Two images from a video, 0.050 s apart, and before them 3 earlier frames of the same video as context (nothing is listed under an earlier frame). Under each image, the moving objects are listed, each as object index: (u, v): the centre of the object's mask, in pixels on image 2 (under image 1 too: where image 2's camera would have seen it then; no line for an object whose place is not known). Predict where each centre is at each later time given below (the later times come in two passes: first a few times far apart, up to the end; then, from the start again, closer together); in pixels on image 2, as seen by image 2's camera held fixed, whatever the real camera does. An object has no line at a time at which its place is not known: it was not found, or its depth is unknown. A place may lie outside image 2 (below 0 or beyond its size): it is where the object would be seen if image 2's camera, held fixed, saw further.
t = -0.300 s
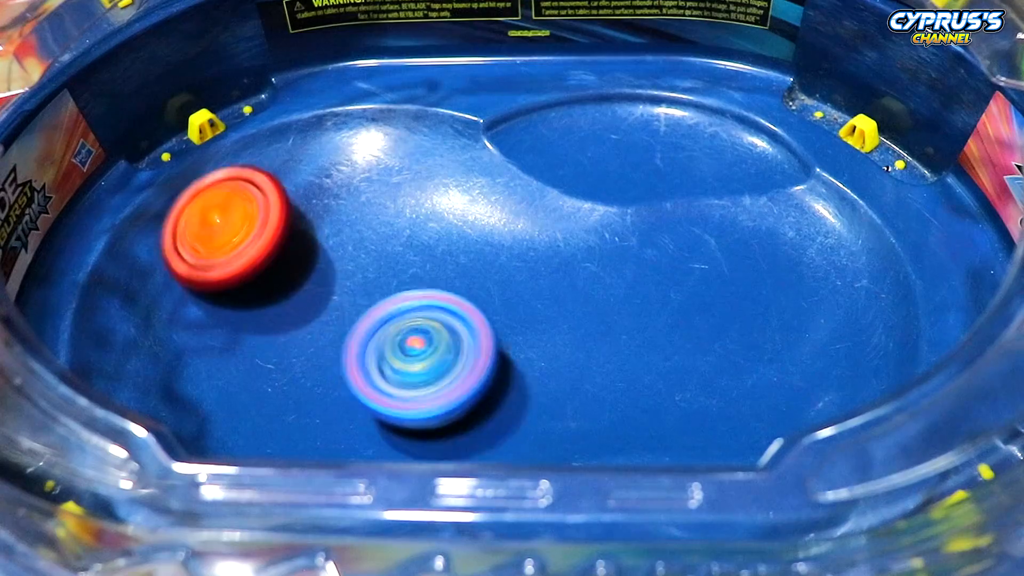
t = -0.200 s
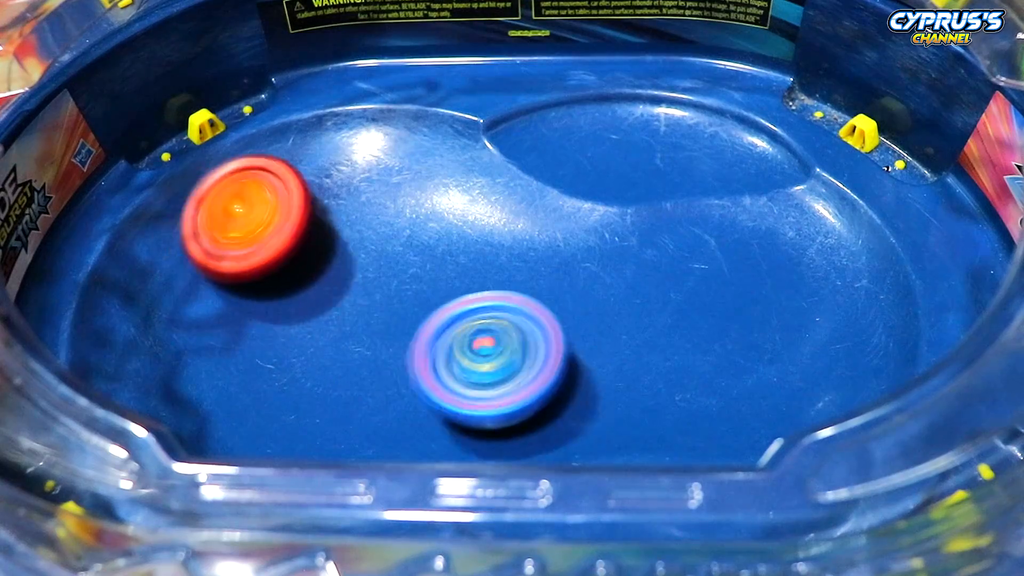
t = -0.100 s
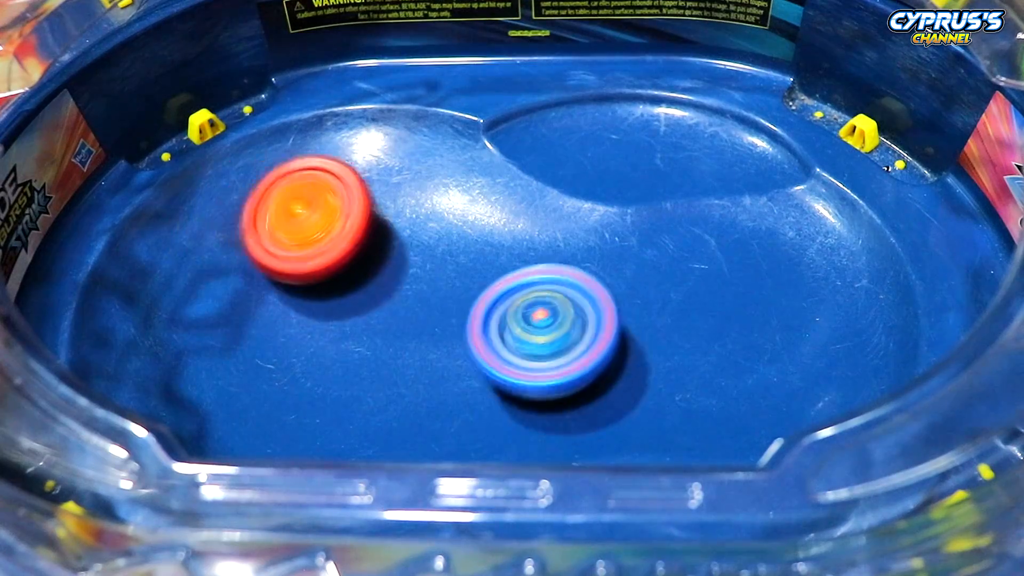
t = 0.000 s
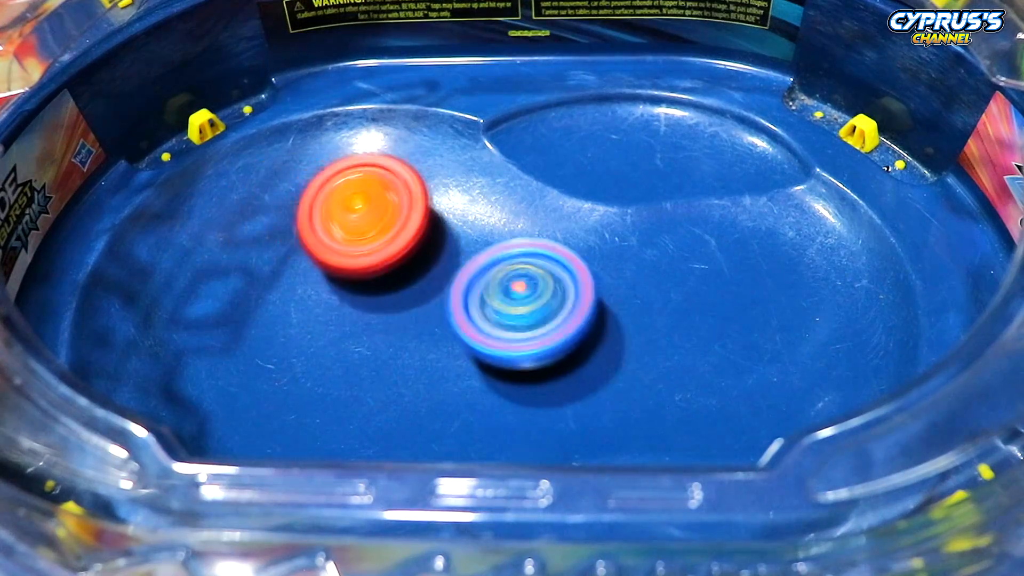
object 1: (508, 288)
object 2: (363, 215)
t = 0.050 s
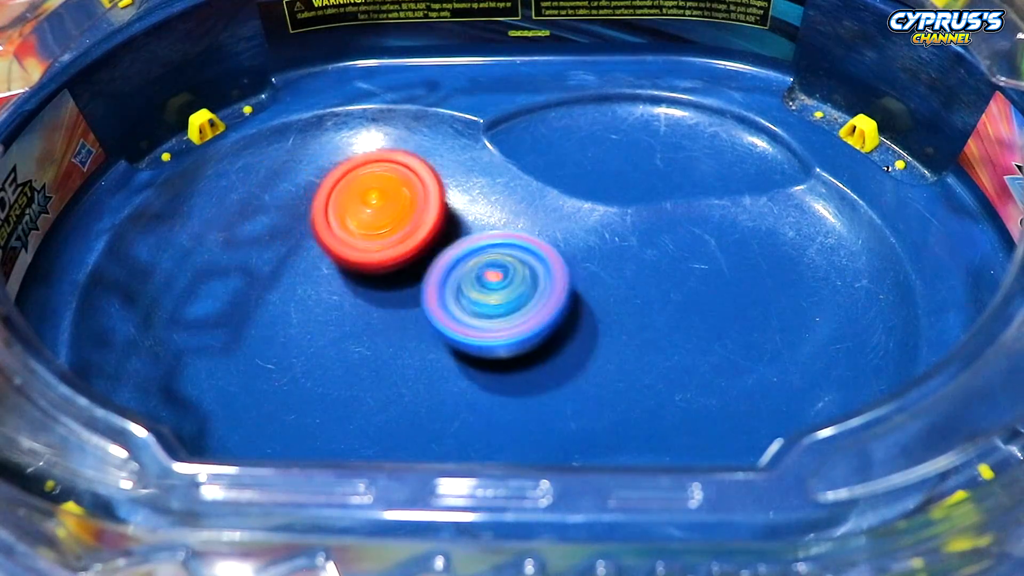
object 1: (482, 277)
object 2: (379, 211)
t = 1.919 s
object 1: (322, 333)
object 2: (500, 345)
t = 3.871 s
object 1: (241, 403)
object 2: (527, 232)
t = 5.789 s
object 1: (339, 227)
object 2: (403, 348)
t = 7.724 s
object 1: (442, 293)
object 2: (233, 330)
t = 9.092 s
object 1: (238, 305)
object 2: (400, 282)
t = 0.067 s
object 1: (475, 273)
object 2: (382, 209)
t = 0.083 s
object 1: (467, 271)
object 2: (384, 207)
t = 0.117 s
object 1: (461, 267)
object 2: (385, 198)
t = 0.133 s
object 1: (457, 267)
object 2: (387, 194)
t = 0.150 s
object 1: (451, 269)
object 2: (389, 190)
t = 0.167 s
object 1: (448, 269)
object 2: (393, 188)
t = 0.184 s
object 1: (445, 270)
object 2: (397, 185)
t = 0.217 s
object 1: (445, 284)
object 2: (403, 177)
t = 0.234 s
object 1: (442, 292)
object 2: (407, 175)
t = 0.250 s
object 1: (438, 300)
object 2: (412, 176)
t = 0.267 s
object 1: (430, 311)
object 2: (418, 180)
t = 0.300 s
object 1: (419, 325)
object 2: (429, 195)
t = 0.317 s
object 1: (411, 334)
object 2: (431, 205)
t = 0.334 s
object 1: (405, 343)
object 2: (432, 217)
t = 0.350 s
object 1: (402, 351)
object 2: (430, 230)
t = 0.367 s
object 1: (400, 358)
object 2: (426, 241)
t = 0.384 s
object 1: (401, 365)
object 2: (420, 252)
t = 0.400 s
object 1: (404, 372)
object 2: (411, 263)
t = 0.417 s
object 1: (407, 377)
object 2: (400, 273)
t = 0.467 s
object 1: (422, 400)
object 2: (355, 298)
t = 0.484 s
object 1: (432, 403)
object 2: (336, 303)
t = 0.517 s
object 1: (455, 404)
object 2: (292, 313)
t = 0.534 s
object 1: (468, 403)
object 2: (268, 314)
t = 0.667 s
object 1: (587, 348)
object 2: (148, 265)
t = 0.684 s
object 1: (601, 342)
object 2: (144, 257)
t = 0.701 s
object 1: (613, 334)
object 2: (144, 248)
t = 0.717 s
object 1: (620, 330)
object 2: (146, 239)
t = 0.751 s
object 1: (629, 321)
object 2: (159, 223)
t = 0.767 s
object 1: (626, 319)
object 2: (169, 215)
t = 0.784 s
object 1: (626, 314)
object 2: (180, 210)
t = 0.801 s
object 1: (621, 311)
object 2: (192, 203)
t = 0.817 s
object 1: (613, 308)
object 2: (207, 197)
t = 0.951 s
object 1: (485, 298)
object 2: (382, 182)
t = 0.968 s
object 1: (464, 297)
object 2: (405, 192)
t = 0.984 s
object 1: (442, 301)
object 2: (425, 199)
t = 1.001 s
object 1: (427, 318)
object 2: (439, 198)
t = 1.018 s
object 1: (412, 343)
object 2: (450, 186)
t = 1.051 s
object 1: (382, 389)
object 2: (466, 172)
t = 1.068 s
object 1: (367, 410)
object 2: (472, 169)
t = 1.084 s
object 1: (356, 422)
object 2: (479, 170)
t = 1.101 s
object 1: (348, 428)
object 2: (485, 173)
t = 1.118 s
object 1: (340, 434)
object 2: (491, 180)
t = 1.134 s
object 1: (332, 436)
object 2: (498, 190)
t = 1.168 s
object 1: (322, 437)
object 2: (510, 220)
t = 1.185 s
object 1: (321, 436)
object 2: (512, 237)
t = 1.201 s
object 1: (320, 434)
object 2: (513, 256)
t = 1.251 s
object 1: (325, 416)
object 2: (497, 311)
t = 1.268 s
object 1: (329, 406)
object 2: (486, 330)
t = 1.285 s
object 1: (310, 404)
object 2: (485, 340)
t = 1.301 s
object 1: (268, 413)
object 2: (511, 334)
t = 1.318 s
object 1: (233, 415)
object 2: (537, 327)
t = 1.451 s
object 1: (83, 353)
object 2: (667, 312)
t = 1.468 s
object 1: (74, 346)
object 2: (675, 314)
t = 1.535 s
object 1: (64, 321)
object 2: (688, 326)
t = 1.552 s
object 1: (61, 316)
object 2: (689, 329)
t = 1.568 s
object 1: (60, 311)
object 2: (689, 331)
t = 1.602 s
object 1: (61, 304)
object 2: (686, 336)
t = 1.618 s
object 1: (62, 302)
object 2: (684, 337)
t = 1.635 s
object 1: (63, 301)
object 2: (680, 338)
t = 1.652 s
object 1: (63, 300)
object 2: (674, 340)
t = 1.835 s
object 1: (190, 340)
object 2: (554, 349)
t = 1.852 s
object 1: (219, 345)
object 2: (538, 349)
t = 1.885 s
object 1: (282, 346)
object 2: (508, 348)
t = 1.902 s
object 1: (315, 340)
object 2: (495, 347)
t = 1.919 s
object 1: (322, 333)
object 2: (500, 345)
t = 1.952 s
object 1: (318, 327)
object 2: (527, 341)
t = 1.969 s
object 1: (315, 323)
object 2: (538, 339)
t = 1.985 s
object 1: (314, 316)
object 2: (548, 338)
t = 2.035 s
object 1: (316, 299)
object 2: (571, 333)
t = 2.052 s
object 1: (320, 292)
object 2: (578, 331)
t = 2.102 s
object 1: (334, 276)
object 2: (596, 325)
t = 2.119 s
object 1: (346, 270)
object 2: (601, 324)
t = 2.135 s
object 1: (357, 264)
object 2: (605, 321)
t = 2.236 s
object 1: (421, 233)
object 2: (625, 310)
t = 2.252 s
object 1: (433, 226)
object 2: (627, 308)
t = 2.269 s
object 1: (443, 220)
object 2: (628, 306)
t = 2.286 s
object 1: (451, 213)
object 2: (628, 305)
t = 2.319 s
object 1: (459, 197)
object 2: (628, 300)
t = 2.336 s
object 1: (457, 193)
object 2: (627, 298)
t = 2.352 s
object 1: (454, 189)
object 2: (626, 296)
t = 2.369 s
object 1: (450, 186)
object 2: (624, 294)
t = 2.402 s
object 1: (432, 181)
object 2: (618, 290)
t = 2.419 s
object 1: (422, 179)
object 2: (615, 289)
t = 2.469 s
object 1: (390, 185)
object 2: (600, 283)
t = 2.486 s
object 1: (377, 191)
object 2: (593, 282)
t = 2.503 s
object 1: (369, 198)
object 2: (586, 280)
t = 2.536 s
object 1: (346, 216)
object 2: (570, 277)
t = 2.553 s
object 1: (343, 224)
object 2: (562, 275)
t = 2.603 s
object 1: (333, 253)
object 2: (535, 270)
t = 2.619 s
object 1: (334, 262)
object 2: (526, 270)
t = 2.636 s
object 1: (337, 270)
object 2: (517, 268)
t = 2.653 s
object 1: (344, 277)
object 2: (509, 266)
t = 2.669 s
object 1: (343, 284)
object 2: (502, 264)
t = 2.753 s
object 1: (299, 341)
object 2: (534, 234)
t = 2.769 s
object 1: (294, 351)
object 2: (542, 229)
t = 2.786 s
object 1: (293, 359)
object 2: (551, 225)
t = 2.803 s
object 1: (290, 370)
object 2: (562, 223)
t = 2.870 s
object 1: (306, 403)
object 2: (614, 219)
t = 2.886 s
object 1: (312, 414)
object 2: (628, 220)
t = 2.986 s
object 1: (402, 420)
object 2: (678, 228)
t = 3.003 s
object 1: (420, 417)
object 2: (681, 229)
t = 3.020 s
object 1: (439, 412)
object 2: (682, 232)
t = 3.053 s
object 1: (477, 395)
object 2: (681, 236)
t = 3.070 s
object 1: (497, 387)
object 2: (679, 238)
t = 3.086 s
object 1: (512, 380)
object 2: (676, 240)
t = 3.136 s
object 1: (556, 354)
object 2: (663, 249)
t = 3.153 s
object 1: (565, 345)
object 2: (657, 251)
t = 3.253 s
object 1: (484, 390)
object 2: (719, 159)
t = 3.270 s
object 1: (473, 393)
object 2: (730, 149)
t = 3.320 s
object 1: (450, 387)
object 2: (759, 117)
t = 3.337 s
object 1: (443, 382)
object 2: (768, 111)
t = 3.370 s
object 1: (425, 376)
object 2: (775, 110)
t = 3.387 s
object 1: (414, 374)
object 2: (776, 117)
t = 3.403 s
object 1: (401, 370)
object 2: (773, 125)
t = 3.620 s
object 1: (218, 360)
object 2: (694, 234)
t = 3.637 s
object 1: (209, 363)
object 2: (686, 236)
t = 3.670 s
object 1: (194, 368)
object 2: (665, 239)
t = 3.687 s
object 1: (191, 371)
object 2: (654, 239)
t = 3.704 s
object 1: (189, 373)
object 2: (641, 238)
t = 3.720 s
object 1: (187, 377)
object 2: (628, 236)
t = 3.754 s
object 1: (190, 384)
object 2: (602, 229)
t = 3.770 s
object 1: (193, 388)
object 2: (589, 226)
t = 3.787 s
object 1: (198, 391)
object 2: (578, 225)
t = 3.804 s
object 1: (203, 395)
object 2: (567, 224)
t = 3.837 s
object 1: (220, 403)
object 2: (548, 227)
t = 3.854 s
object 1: (229, 405)
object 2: (538, 229)
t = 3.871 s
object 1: (241, 403)
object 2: (527, 232)
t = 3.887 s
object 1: (256, 400)
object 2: (514, 234)
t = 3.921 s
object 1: (284, 383)
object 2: (487, 241)
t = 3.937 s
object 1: (290, 377)
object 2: (471, 244)
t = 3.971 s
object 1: (306, 351)
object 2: (438, 248)
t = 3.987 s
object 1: (308, 343)
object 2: (419, 251)
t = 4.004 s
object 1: (303, 335)
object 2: (406, 247)
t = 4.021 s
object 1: (294, 330)
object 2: (400, 237)
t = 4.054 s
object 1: (279, 317)
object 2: (391, 215)
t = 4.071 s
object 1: (273, 308)
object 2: (390, 206)
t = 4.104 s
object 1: (256, 294)
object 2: (391, 191)
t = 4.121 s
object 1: (249, 286)
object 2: (393, 183)
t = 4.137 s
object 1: (244, 282)
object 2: (396, 178)
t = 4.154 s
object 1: (233, 277)
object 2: (400, 174)
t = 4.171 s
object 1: (225, 273)
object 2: (406, 172)
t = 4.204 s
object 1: (210, 269)
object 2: (421, 173)
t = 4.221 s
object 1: (200, 269)
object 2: (429, 176)
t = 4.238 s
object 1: (198, 269)
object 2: (439, 181)
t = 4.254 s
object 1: (190, 270)
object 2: (448, 189)
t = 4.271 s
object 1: (185, 272)
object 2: (456, 200)
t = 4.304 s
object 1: (171, 282)
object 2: (465, 224)
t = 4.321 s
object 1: (168, 289)
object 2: (465, 236)
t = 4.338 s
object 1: (165, 295)
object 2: (465, 249)
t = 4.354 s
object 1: (164, 304)
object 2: (461, 262)
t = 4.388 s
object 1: (173, 318)
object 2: (448, 283)
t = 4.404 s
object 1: (185, 326)
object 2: (439, 292)
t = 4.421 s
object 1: (196, 332)
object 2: (427, 301)
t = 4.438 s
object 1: (207, 334)
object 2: (413, 309)
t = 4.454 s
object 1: (226, 335)
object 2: (398, 319)
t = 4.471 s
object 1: (231, 334)
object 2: (397, 324)
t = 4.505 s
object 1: (226, 332)
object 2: (414, 331)
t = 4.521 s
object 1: (230, 327)
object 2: (419, 336)
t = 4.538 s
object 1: (237, 324)
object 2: (423, 341)
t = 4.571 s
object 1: (254, 313)
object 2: (427, 350)
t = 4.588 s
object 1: (267, 305)
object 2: (427, 356)
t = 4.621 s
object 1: (283, 285)
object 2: (424, 366)
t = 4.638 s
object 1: (291, 276)
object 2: (420, 370)
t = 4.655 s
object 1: (293, 265)
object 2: (415, 374)
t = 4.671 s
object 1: (299, 255)
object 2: (410, 376)
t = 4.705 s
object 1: (301, 236)
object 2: (395, 381)
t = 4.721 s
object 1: (302, 229)
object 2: (386, 382)
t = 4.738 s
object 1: (300, 223)
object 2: (378, 382)
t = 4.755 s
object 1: (298, 214)
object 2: (370, 382)
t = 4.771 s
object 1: (296, 208)
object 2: (361, 380)
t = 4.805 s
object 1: (286, 197)
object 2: (344, 374)
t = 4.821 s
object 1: (279, 192)
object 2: (337, 370)
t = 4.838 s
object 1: (273, 190)
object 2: (330, 366)
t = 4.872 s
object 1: (259, 191)
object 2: (317, 357)
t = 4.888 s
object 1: (253, 194)
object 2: (312, 350)
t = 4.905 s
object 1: (245, 197)
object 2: (307, 344)
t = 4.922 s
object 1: (239, 203)
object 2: (303, 336)
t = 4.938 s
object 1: (235, 209)
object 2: (302, 329)
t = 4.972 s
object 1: (218, 208)
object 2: (312, 328)
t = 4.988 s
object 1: (212, 209)
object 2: (316, 326)
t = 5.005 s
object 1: (206, 214)
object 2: (321, 326)
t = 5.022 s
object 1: (203, 219)
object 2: (326, 326)
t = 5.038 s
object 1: (199, 229)
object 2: (329, 327)
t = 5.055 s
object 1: (202, 238)
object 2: (333, 327)
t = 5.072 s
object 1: (204, 245)
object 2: (336, 327)
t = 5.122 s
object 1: (219, 263)
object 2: (357, 334)
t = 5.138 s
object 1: (229, 270)
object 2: (364, 335)
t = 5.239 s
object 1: (294, 267)
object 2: (412, 357)
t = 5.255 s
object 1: (307, 262)
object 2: (417, 362)
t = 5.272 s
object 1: (313, 255)
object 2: (422, 364)
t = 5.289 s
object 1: (325, 250)
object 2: (424, 367)
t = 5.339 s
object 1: (348, 228)
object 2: (428, 375)
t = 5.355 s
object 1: (352, 218)
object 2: (428, 376)
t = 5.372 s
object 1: (361, 211)
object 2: (427, 379)
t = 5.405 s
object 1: (370, 195)
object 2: (424, 380)
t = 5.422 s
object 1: (378, 186)
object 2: (422, 381)
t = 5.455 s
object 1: (382, 172)
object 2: (418, 380)
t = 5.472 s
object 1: (381, 166)
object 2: (416, 379)
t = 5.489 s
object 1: (381, 161)
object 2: (412, 378)
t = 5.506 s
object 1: (379, 157)
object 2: (409, 376)
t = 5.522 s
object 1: (374, 154)
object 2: (407, 373)
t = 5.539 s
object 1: (369, 151)
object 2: (405, 371)
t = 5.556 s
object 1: (360, 150)
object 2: (402, 368)
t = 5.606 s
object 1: (340, 158)
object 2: (397, 358)
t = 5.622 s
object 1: (331, 164)
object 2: (395, 354)
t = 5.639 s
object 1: (324, 173)
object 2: (394, 349)
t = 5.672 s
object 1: (315, 190)
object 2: (393, 340)
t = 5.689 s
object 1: (320, 205)
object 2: (393, 337)
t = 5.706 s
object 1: (322, 214)
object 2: (393, 333)
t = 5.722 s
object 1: (323, 218)
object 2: (394, 334)
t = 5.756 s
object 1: (327, 223)
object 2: (400, 342)
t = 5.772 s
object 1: (330, 223)
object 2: (403, 345)
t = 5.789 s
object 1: (339, 227)
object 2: (403, 348)
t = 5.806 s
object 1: (344, 225)
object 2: (404, 353)
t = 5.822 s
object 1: (348, 223)
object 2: (405, 363)
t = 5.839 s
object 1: (357, 217)
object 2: (405, 374)
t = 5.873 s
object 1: (365, 213)
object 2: (398, 391)
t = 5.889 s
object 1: (375, 207)
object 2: (390, 396)
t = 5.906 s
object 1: (383, 204)
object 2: (381, 401)
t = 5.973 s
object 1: (395, 195)
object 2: (326, 407)
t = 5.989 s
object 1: (398, 193)
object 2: (311, 405)
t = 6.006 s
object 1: (400, 192)
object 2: (297, 400)
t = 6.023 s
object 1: (399, 192)
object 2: (286, 394)
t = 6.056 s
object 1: (401, 194)
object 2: (272, 372)
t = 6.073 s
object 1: (400, 195)
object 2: (270, 358)
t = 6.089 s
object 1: (400, 198)
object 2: (269, 345)
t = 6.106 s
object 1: (399, 202)
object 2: (271, 333)
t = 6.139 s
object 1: (399, 208)
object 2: (282, 308)
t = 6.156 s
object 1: (405, 211)
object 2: (290, 297)
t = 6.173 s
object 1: (415, 212)
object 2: (290, 289)
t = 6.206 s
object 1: (433, 210)
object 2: (295, 278)
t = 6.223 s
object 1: (442, 211)
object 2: (301, 272)
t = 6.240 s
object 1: (448, 209)
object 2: (308, 266)
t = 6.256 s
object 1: (458, 210)
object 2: (319, 260)
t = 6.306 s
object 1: (480, 208)
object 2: (350, 255)
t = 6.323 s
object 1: (494, 207)
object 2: (353, 256)
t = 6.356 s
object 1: (512, 209)
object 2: (358, 263)
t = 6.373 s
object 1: (517, 211)
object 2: (359, 266)
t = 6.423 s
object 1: (543, 218)
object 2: (355, 279)
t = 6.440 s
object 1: (550, 218)
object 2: (354, 283)
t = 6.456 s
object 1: (560, 221)
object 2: (350, 288)
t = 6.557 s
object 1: (616, 240)
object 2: (311, 320)
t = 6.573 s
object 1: (623, 245)
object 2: (303, 323)
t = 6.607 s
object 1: (642, 251)
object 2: (286, 325)
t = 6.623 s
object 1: (653, 256)
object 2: (279, 321)
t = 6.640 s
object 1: (662, 260)
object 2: (272, 317)
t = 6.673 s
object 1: (682, 269)
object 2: (266, 306)
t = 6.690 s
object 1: (692, 276)
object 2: (266, 299)
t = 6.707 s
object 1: (701, 280)
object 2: (269, 290)
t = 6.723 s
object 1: (710, 289)
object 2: (274, 283)
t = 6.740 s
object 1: (722, 291)
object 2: (283, 277)
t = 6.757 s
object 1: (731, 299)
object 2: (291, 270)
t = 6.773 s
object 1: (738, 305)
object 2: (301, 267)
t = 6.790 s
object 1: (749, 314)
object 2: (313, 265)
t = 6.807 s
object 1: (756, 319)
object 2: (322, 265)
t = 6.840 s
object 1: (775, 331)
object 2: (339, 270)
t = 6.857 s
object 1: (787, 337)
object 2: (345, 277)
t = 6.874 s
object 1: (796, 340)
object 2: (351, 284)
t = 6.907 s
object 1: (816, 339)
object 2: (353, 301)
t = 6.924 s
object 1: (825, 338)
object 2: (353, 309)
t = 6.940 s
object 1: (832, 332)
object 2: (349, 319)
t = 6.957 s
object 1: (839, 328)
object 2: (347, 329)
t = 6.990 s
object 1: (852, 313)
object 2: (336, 345)
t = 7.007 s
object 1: (855, 305)
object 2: (331, 350)
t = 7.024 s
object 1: (856, 297)
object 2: (322, 357)
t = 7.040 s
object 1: (856, 288)
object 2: (312, 362)
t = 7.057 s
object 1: (855, 279)
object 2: (302, 363)
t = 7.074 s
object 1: (849, 272)
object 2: (291, 364)
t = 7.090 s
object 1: (844, 263)
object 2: (283, 362)
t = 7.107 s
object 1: (835, 256)
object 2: (273, 359)
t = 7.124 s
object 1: (823, 254)
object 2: (265, 353)
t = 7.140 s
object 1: (814, 247)
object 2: (261, 345)
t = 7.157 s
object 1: (801, 245)
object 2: (257, 336)
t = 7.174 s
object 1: (788, 244)
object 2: (258, 327)
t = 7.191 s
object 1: (777, 245)
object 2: (260, 315)
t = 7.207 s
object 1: (766, 245)
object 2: (265, 305)
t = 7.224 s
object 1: (754, 249)
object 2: (273, 296)
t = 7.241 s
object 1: (743, 252)
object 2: (282, 288)
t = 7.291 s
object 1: (711, 265)
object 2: (318, 274)
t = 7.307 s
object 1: (698, 267)
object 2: (331, 273)
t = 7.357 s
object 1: (665, 279)
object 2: (363, 279)
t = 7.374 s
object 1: (648, 281)
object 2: (372, 282)
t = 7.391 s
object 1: (638, 284)
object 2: (380, 288)
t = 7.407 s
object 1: (621, 286)
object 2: (388, 295)
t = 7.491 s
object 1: (560, 293)
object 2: (400, 327)
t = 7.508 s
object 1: (540, 296)
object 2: (401, 331)
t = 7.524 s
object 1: (540, 295)
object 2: (391, 339)
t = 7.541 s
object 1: (537, 297)
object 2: (376, 345)
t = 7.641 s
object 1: (497, 295)
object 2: (289, 358)
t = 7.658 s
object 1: (487, 293)
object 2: (273, 356)
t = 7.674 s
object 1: (475, 295)
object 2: (262, 351)
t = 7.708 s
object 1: (454, 294)
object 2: (241, 338)
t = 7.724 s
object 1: (442, 293)
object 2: (233, 330)
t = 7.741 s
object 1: (434, 293)
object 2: (226, 319)
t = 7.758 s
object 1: (421, 292)
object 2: (222, 309)
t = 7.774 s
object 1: (411, 293)
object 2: (219, 299)
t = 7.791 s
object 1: (399, 293)
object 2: (218, 286)
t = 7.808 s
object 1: (389, 293)
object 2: (220, 275)
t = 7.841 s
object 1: (365, 294)
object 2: (230, 254)
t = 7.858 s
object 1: (358, 292)
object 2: (238, 246)
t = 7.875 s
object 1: (346, 293)
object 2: (249, 238)
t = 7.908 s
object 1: (332, 302)
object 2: (261, 214)
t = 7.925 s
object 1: (325, 307)
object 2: (268, 204)
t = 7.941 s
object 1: (315, 310)
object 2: (277, 197)
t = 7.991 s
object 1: (293, 319)
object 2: (310, 181)
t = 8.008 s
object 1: (283, 323)
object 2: (326, 177)
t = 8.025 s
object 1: (278, 327)
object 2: (339, 177)
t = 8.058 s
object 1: (266, 338)
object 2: (366, 181)
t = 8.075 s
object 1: (263, 343)
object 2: (378, 186)
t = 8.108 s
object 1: (256, 356)
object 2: (399, 200)
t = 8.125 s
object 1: (255, 362)
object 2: (407, 208)
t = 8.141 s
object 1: (256, 368)
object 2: (415, 217)
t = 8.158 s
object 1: (255, 372)
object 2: (421, 227)
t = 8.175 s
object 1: (262, 377)
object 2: (425, 238)
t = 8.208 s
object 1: (267, 385)
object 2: (430, 258)
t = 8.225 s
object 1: (271, 389)
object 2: (429, 271)
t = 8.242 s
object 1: (276, 391)
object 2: (429, 281)
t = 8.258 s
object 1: (286, 393)
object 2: (427, 291)
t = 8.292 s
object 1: (300, 392)
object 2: (423, 311)
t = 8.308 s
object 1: (296, 395)
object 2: (431, 314)
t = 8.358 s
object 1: (303, 394)
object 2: (453, 325)
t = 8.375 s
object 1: (306, 392)
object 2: (461, 331)
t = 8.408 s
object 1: (313, 385)
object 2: (475, 342)
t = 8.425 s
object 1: (313, 378)
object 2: (482, 349)
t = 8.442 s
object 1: (312, 374)
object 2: (488, 354)
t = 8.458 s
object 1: (310, 367)
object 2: (491, 358)
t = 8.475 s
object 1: (309, 362)
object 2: (493, 363)
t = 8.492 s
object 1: (307, 356)
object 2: (494, 367)
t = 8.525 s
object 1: (304, 345)
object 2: (490, 374)
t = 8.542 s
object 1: (301, 337)
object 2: (487, 377)
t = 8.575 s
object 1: (292, 323)
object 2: (478, 380)
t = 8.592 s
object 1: (291, 318)
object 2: (472, 381)
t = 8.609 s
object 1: (282, 314)
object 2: (466, 383)
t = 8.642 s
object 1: (276, 303)
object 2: (453, 382)
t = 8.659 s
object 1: (270, 297)
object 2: (445, 383)
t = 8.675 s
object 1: (265, 294)
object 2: (439, 380)
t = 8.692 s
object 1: (257, 290)
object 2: (433, 377)
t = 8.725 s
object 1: (245, 286)
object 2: (422, 372)
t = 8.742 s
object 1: (238, 286)
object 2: (416, 367)
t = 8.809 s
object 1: (218, 290)
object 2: (397, 351)
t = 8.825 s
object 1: (217, 293)
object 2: (393, 345)
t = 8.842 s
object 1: (212, 297)
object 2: (390, 339)
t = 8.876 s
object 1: (215, 304)
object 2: (384, 330)
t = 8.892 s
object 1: (218, 305)
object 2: (383, 325)
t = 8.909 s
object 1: (220, 307)
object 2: (387, 322)
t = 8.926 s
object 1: (213, 307)
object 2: (390, 317)
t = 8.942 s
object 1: (216, 309)
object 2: (392, 312)
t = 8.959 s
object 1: (216, 310)
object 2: (393, 310)
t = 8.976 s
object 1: (218, 311)
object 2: (393, 306)
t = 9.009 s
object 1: (227, 311)
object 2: (392, 301)
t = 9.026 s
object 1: (230, 311)
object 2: (395, 296)
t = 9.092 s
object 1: (238, 305)
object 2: (400, 282)
